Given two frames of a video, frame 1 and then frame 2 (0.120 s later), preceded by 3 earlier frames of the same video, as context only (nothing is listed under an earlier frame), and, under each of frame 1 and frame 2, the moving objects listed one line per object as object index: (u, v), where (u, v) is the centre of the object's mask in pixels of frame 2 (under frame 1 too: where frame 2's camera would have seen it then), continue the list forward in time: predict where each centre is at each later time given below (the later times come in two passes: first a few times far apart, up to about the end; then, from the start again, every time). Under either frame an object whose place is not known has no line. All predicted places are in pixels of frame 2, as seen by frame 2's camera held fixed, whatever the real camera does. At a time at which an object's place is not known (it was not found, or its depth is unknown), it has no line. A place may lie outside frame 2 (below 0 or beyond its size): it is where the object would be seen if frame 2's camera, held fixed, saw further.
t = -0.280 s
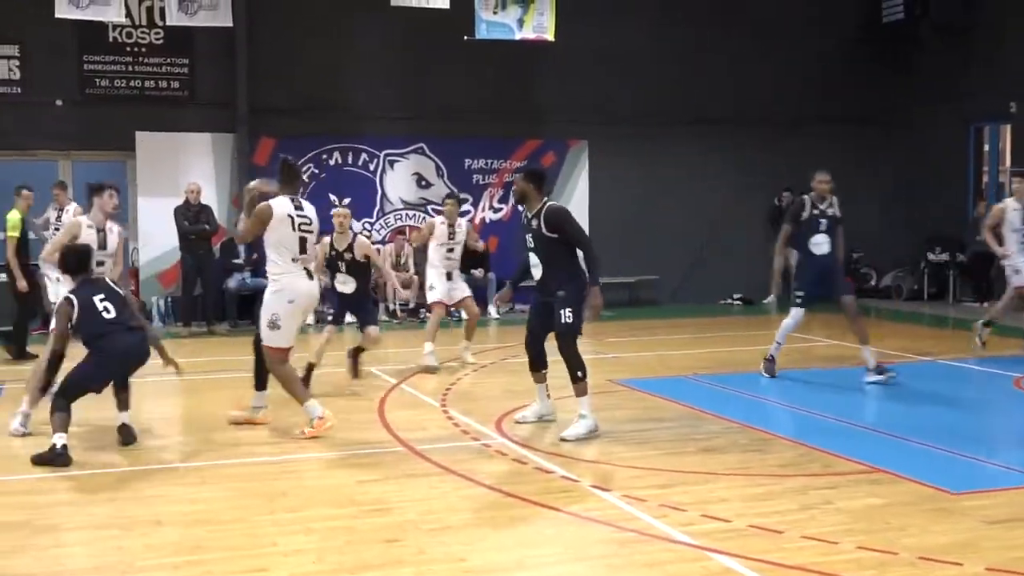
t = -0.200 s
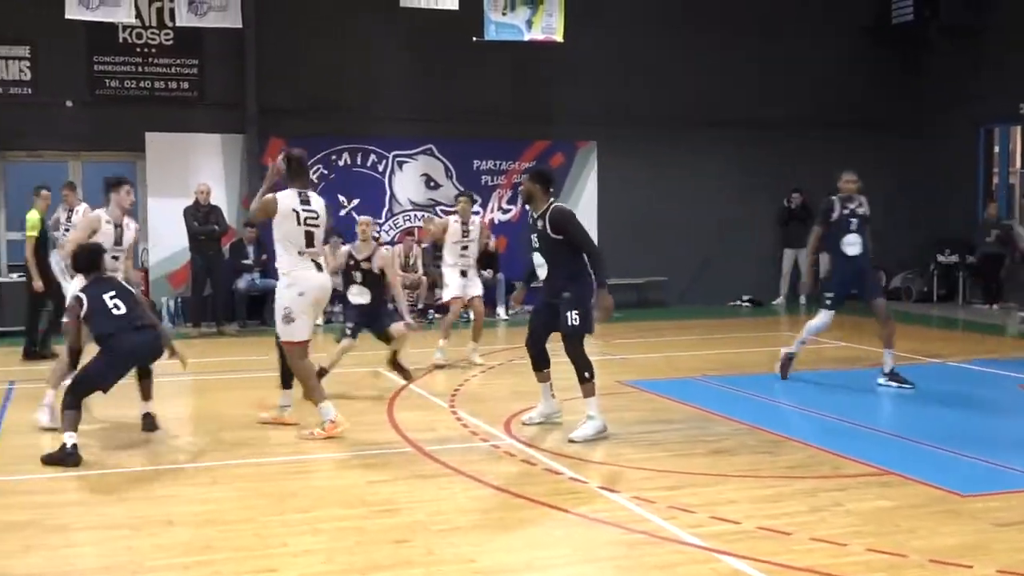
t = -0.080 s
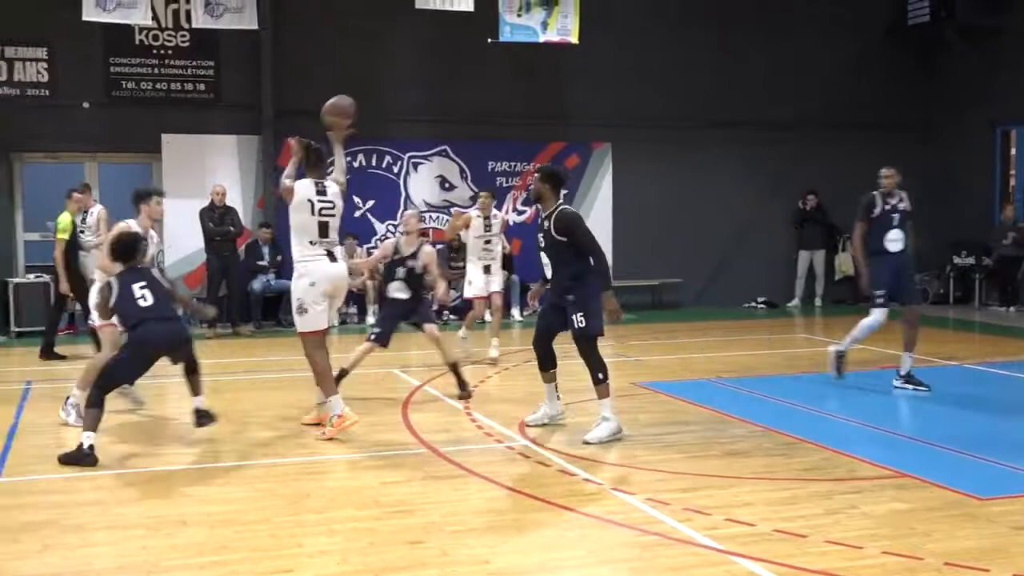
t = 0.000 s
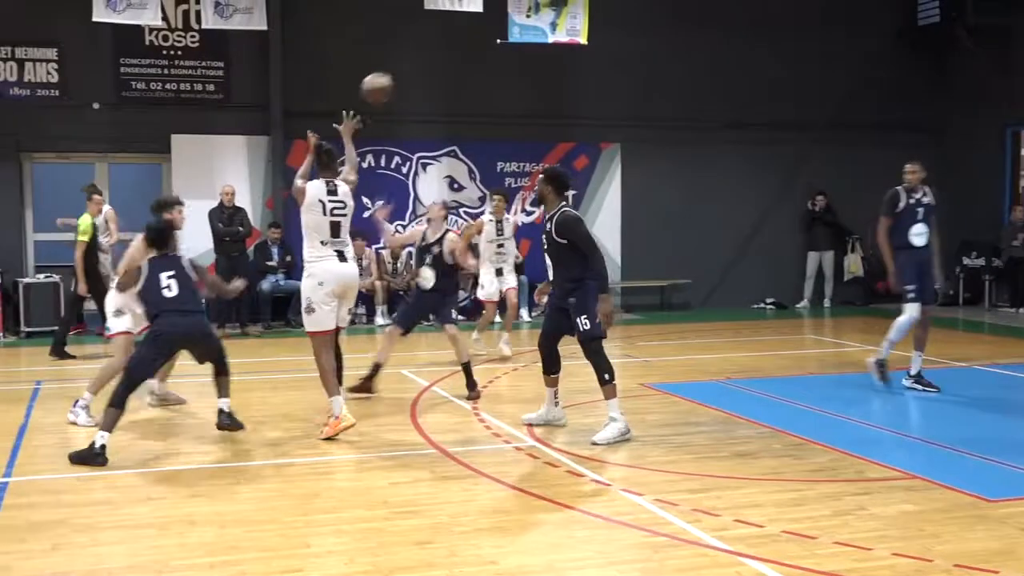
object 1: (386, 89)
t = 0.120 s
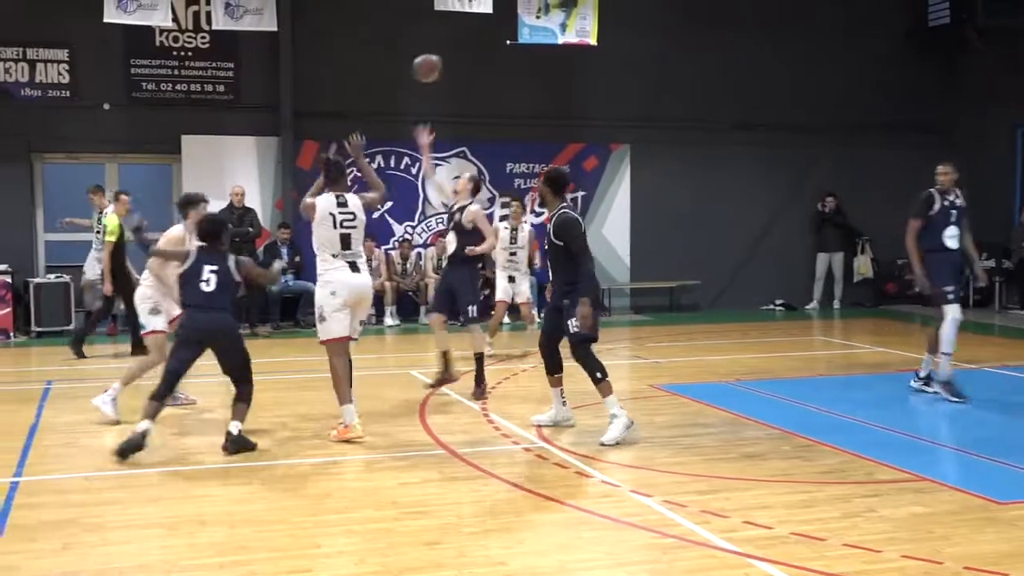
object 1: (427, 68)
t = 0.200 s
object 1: (451, 64)
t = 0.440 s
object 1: (513, 89)
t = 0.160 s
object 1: (440, 65)
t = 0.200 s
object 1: (451, 64)
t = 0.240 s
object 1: (462, 64)
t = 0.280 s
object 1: (473, 66)
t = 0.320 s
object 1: (484, 69)
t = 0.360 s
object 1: (494, 75)
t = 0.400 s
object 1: (504, 81)
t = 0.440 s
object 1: (513, 89)
